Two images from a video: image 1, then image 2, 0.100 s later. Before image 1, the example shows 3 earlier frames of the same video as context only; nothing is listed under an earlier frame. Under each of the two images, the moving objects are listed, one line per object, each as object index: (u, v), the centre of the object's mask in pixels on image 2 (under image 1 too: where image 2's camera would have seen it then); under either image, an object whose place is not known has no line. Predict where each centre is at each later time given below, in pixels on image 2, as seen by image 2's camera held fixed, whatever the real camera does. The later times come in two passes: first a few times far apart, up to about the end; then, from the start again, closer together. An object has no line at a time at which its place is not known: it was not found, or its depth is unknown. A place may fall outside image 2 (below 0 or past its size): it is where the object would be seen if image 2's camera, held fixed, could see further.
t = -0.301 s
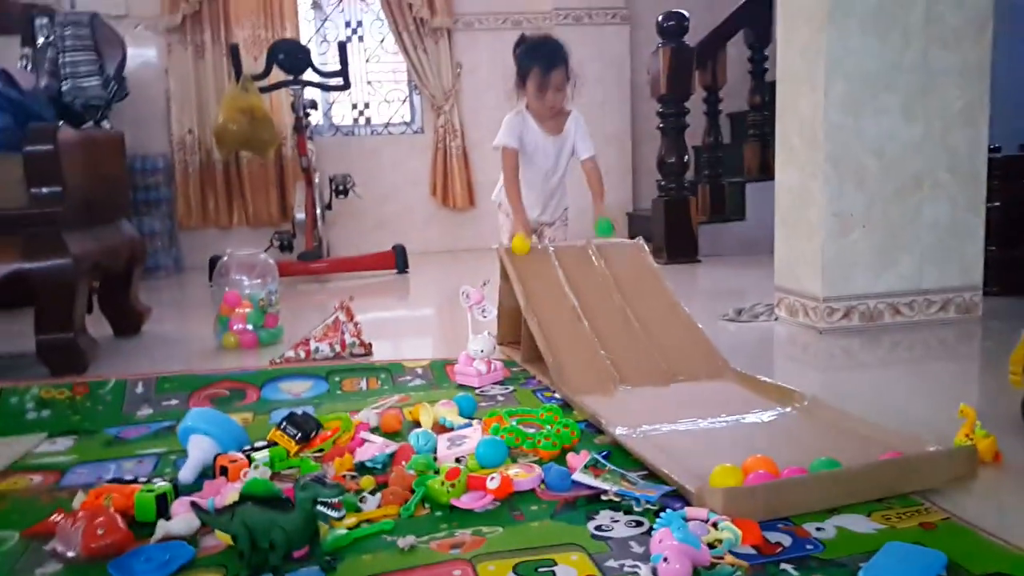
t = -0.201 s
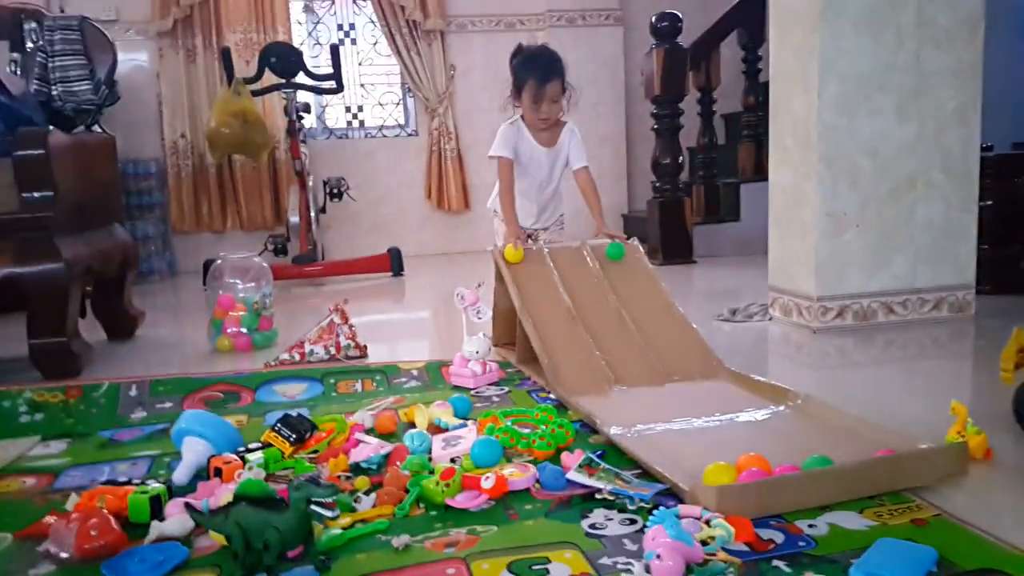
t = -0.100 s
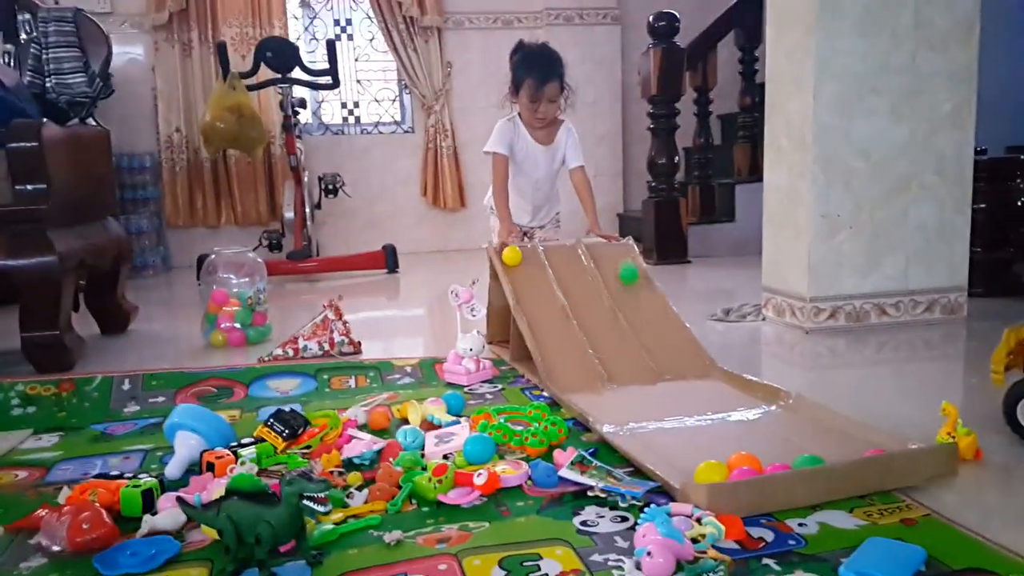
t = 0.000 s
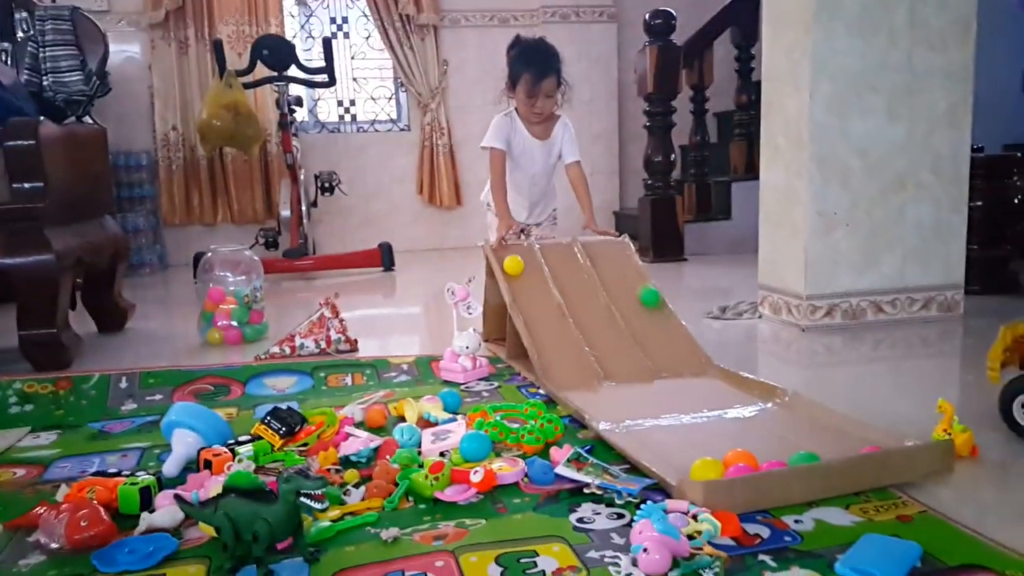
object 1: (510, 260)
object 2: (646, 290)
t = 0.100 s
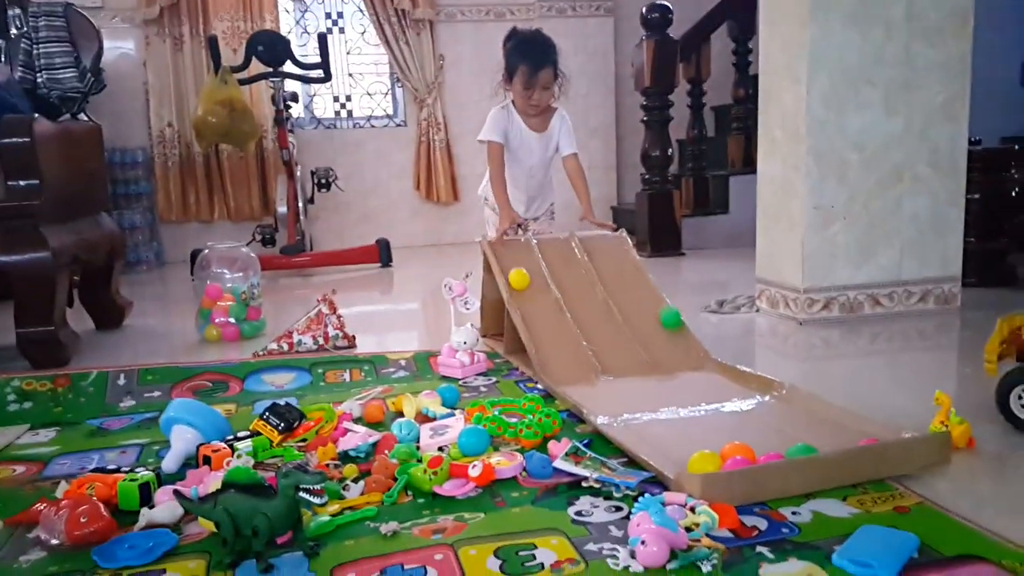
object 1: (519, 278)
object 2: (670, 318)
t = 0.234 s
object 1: (535, 312)
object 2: (699, 361)
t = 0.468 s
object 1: (581, 375)
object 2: (767, 389)
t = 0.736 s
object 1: (649, 434)
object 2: (842, 433)
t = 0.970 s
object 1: (676, 455)
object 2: (824, 437)
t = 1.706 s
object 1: (700, 452)
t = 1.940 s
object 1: (702, 450)
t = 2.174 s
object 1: (705, 445)
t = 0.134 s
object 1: (522, 286)
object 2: (677, 329)
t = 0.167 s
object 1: (526, 294)
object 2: (684, 341)
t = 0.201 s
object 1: (531, 302)
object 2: (692, 353)
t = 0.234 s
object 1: (535, 312)
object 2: (699, 361)
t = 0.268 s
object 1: (540, 321)
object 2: (708, 365)
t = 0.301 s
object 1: (546, 332)
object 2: (718, 370)
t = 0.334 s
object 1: (552, 344)
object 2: (728, 375)
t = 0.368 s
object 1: (559, 357)
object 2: (736, 379)
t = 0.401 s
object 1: (567, 370)
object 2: (747, 384)
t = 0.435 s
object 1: (574, 372)
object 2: (758, 386)
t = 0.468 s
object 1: (581, 375)
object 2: (767, 389)
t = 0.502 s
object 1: (589, 383)
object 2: (778, 399)
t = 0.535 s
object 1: (598, 390)
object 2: (790, 409)
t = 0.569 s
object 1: (605, 392)
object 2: (801, 416)
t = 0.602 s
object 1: (614, 401)
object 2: (813, 422)
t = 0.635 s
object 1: (622, 410)
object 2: (826, 430)
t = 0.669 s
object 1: (629, 418)
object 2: (838, 434)
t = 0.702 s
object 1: (640, 426)
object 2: (845, 436)
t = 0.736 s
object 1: (649, 434)
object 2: (842, 433)
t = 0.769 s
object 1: (660, 440)
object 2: (838, 433)
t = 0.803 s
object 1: (673, 448)
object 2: (833, 436)
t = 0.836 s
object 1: (680, 451)
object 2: (831, 436)
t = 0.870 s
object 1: (678, 451)
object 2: (829, 436)
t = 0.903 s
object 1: (676, 453)
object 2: (827, 436)
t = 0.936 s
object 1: (676, 454)
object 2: (826, 437)
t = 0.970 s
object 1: (676, 455)
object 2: (824, 437)
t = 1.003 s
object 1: (675, 456)
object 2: (823, 437)
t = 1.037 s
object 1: (675, 457)
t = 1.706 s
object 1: (700, 452)
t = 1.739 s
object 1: (700, 452)
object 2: (816, 441)
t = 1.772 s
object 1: (700, 452)
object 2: (817, 441)
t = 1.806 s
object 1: (700, 451)
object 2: (820, 437)
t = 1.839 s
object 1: (700, 450)
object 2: (821, 436)
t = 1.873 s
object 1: (701, 450)
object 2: (822, 436)
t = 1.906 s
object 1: (701, 450)
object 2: (823, 436)
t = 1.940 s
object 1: (702, 450)
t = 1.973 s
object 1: (702, 449)
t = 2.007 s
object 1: (703, 449)
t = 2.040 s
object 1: (705, 448)
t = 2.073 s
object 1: (704, 447)
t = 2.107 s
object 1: (704, 446)
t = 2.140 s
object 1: (704, 446)
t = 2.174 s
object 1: (705, 445)
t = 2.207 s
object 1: (704, 443)
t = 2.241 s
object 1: (703, 442)
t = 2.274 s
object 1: (703, 442)
